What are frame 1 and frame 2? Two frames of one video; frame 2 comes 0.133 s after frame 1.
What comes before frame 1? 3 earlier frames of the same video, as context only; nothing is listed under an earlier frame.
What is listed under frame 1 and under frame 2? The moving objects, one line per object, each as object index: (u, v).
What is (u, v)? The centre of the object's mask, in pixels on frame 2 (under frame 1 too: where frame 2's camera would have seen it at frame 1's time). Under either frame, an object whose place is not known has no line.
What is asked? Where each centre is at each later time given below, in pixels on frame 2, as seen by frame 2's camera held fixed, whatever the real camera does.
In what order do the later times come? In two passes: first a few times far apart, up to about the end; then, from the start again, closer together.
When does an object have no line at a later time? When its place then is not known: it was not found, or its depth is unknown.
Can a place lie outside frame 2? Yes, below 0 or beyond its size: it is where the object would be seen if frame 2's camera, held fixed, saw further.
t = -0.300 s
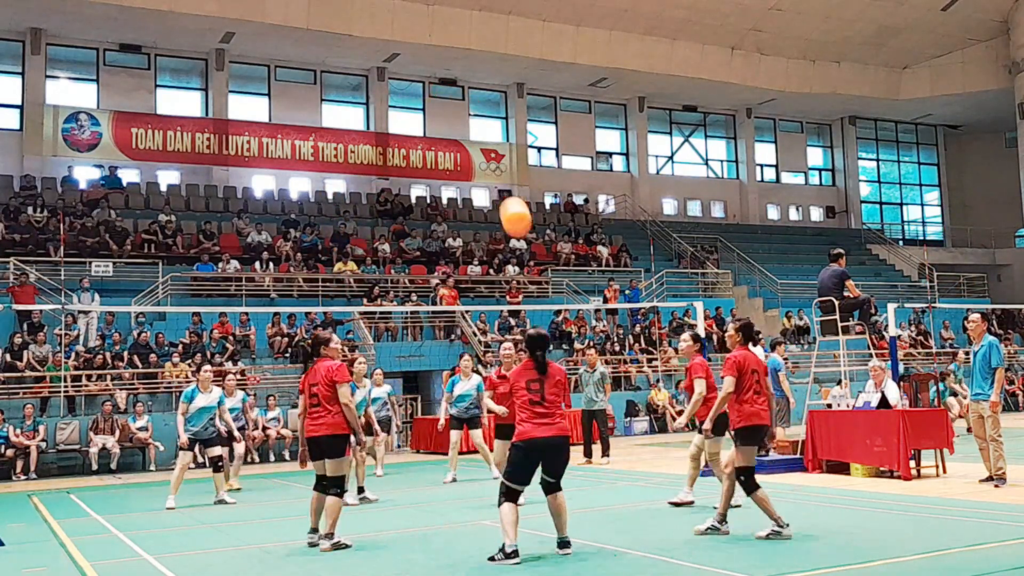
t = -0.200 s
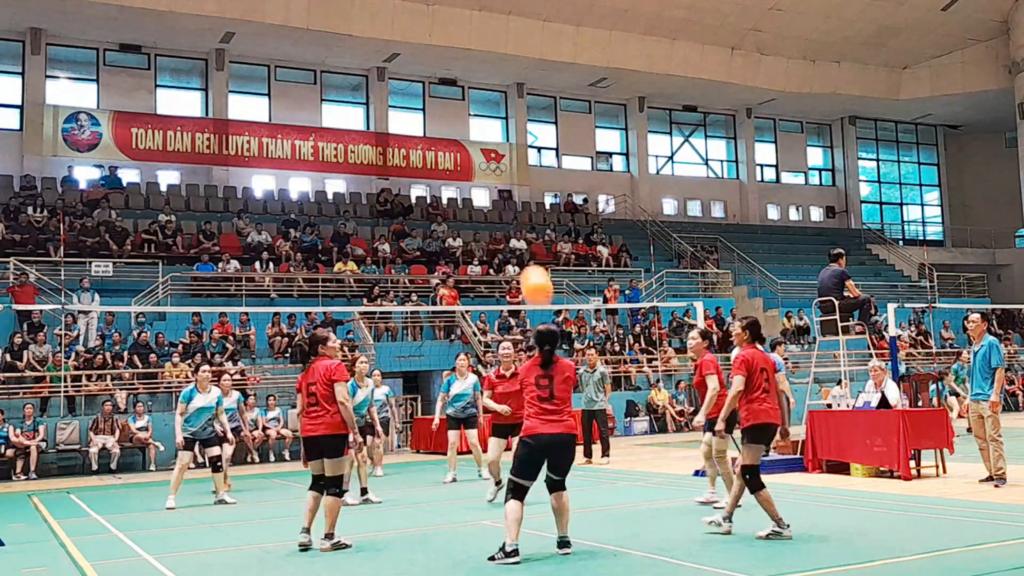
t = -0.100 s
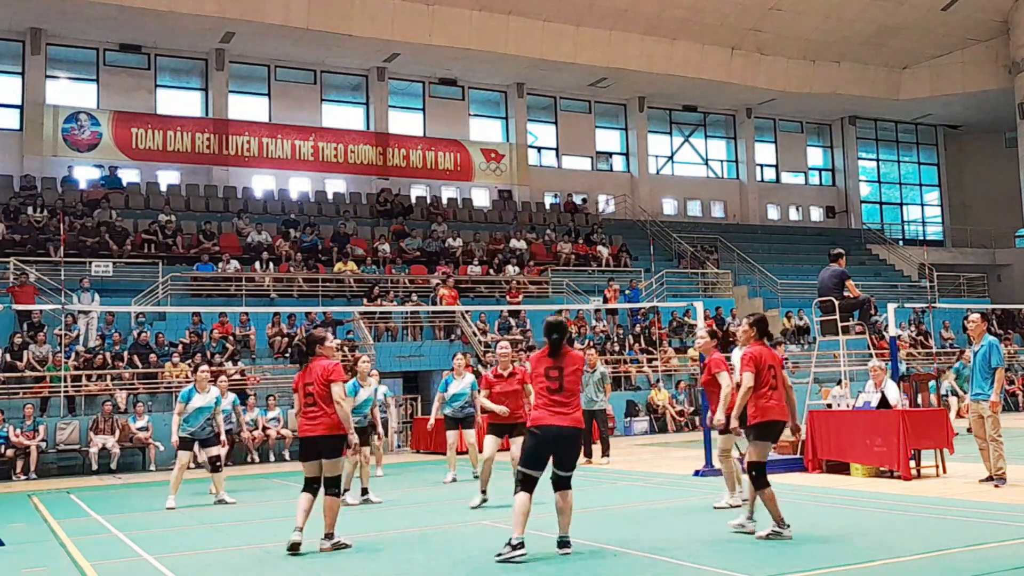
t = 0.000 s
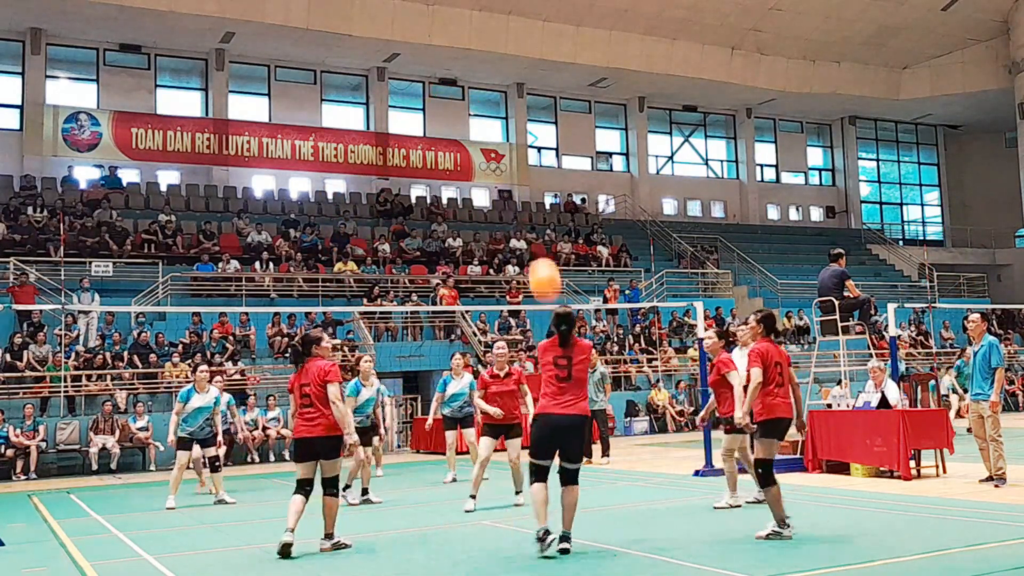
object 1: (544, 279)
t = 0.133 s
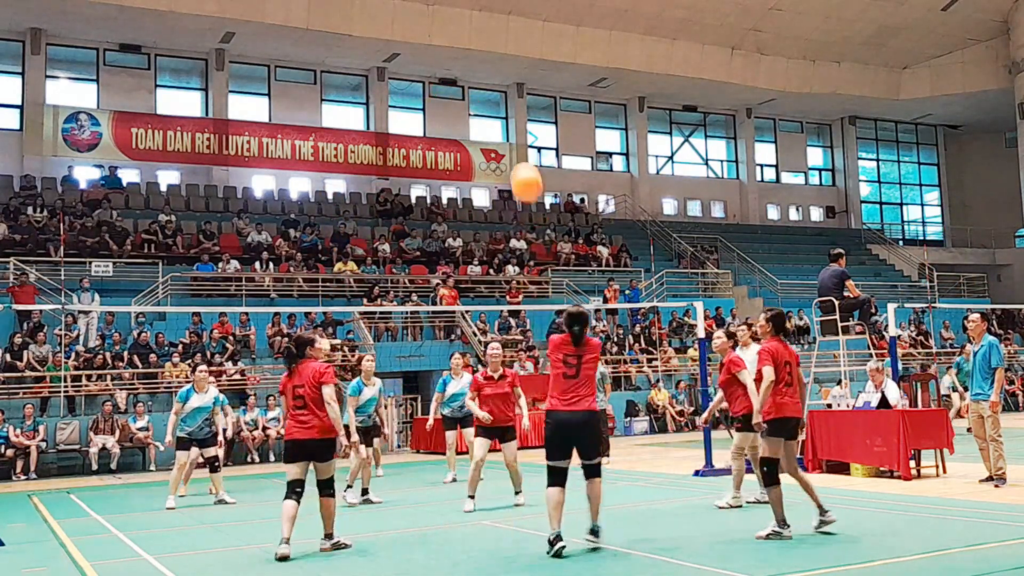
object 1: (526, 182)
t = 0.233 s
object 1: (512, 115)
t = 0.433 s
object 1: (488, 48)
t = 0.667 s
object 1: (464, 29)
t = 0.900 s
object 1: (447, 74)
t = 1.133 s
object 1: (432, 176)
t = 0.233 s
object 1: (512, 115)
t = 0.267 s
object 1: (507, 101)
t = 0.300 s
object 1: (503, 87)
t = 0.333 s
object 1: (498, 75)
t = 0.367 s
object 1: (494, 64)
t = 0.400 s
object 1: (490, 54)
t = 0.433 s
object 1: (488, 48)
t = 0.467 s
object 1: (484, 42)
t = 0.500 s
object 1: (480, 36)
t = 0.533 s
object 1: (476, 32)
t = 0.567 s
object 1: (473, 30)
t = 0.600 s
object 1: (470, 28)
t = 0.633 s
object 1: (467, 28)
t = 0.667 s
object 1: (464, 29)
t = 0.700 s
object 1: (461, 32)
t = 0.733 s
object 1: (458, 35)
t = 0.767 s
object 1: (456, 40)
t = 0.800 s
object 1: (454, 45)
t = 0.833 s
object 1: (451, 53)
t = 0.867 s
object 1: (449, 64)
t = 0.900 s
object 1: (447, 74)
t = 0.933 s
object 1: (445, 86)
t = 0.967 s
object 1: (442, 99)
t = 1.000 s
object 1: (440, 111)
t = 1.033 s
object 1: (439, 125)
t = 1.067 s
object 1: (436, 141)
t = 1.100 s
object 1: (435, 159)
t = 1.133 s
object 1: (432, 176)
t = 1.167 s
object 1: (430, 197)
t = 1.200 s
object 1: (430, 223)
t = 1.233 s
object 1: (427, 237)
